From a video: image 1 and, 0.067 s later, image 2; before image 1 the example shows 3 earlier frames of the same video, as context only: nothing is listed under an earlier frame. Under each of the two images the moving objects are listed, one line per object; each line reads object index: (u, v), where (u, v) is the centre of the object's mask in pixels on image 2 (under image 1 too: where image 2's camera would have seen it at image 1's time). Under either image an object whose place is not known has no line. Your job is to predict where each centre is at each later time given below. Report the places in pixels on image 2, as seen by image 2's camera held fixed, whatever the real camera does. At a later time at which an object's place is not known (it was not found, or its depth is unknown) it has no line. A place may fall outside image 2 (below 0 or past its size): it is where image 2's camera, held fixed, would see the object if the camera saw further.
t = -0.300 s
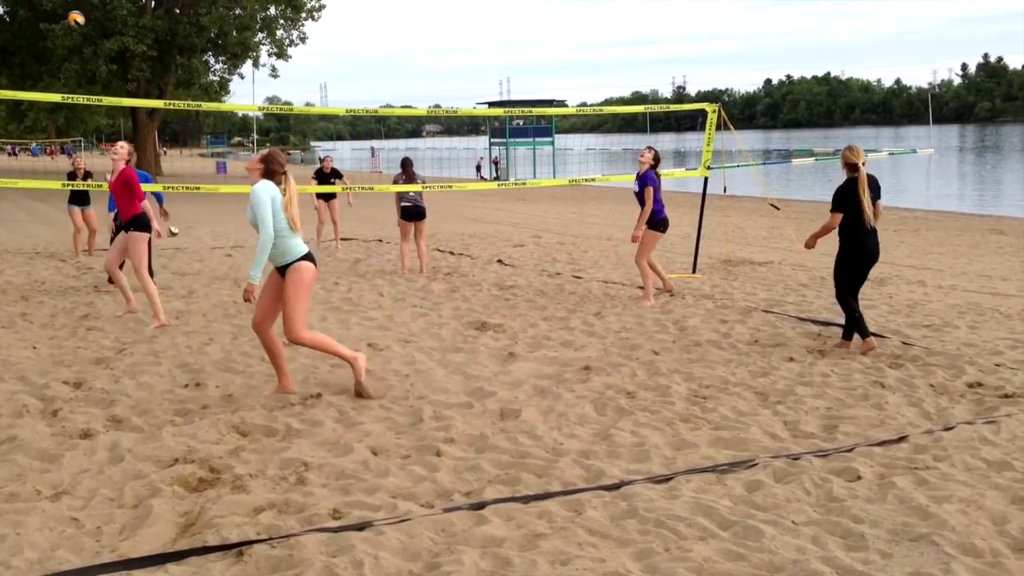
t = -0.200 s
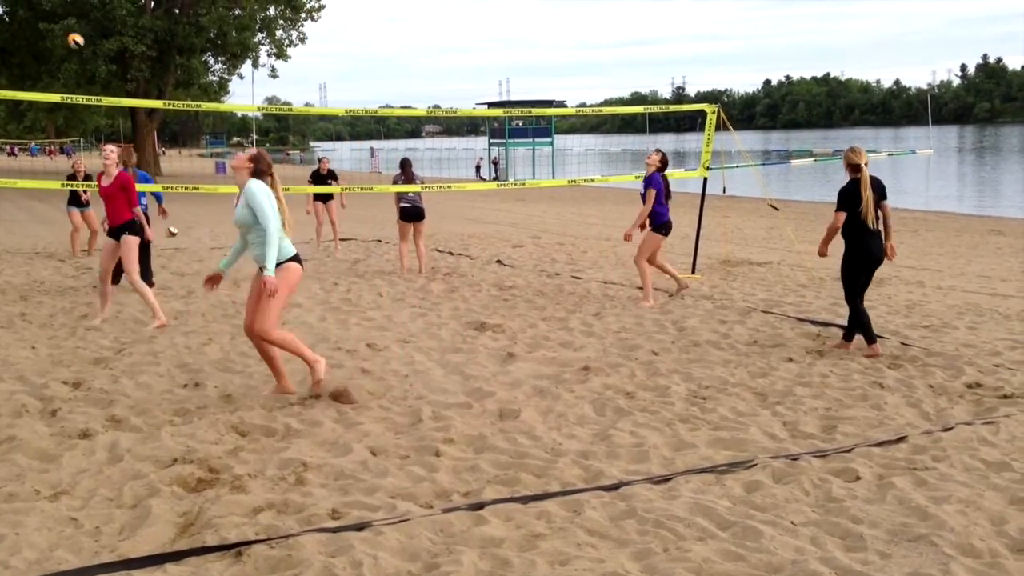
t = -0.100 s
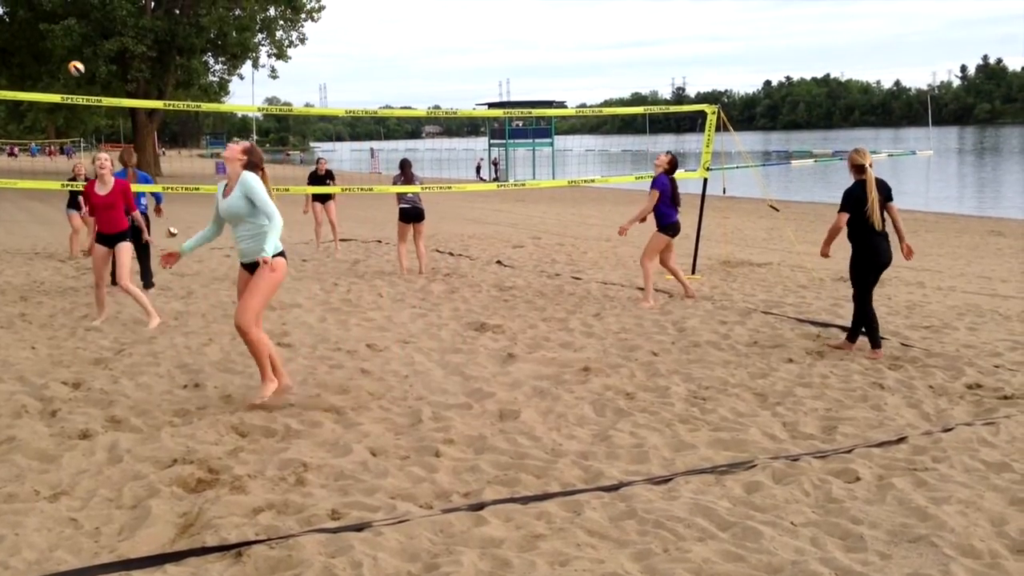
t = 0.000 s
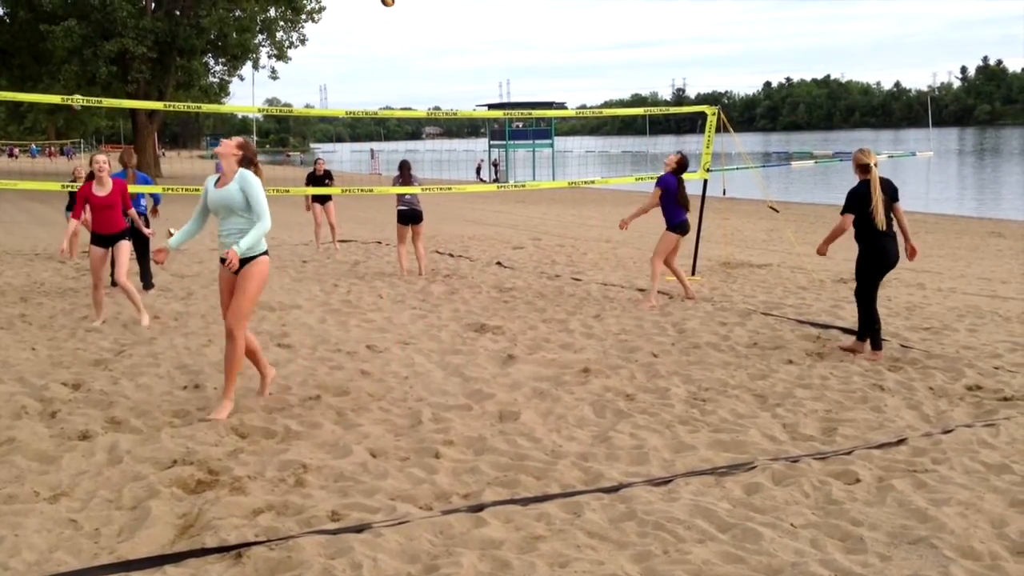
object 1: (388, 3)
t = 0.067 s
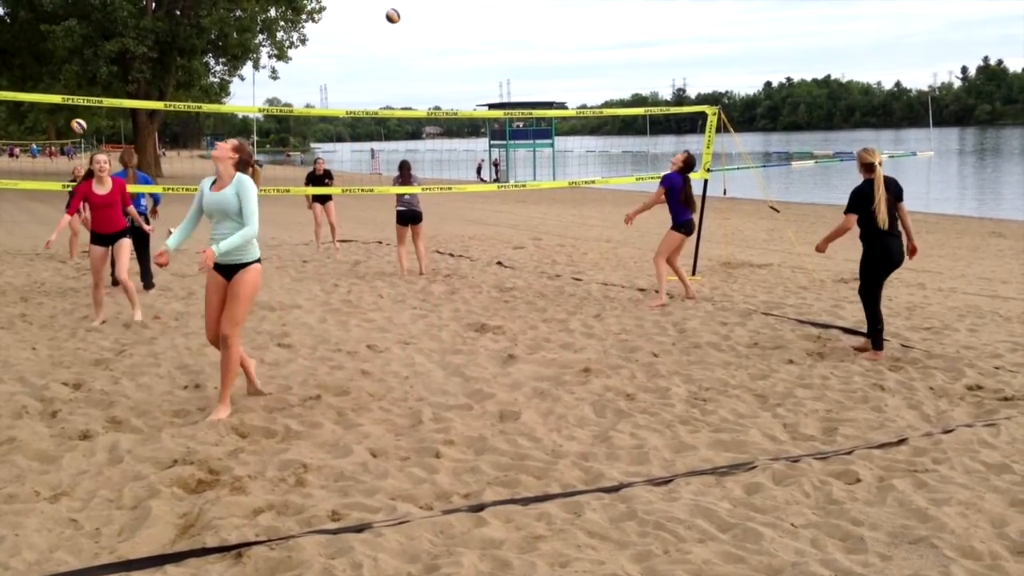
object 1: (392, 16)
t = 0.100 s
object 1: (395, 25)
